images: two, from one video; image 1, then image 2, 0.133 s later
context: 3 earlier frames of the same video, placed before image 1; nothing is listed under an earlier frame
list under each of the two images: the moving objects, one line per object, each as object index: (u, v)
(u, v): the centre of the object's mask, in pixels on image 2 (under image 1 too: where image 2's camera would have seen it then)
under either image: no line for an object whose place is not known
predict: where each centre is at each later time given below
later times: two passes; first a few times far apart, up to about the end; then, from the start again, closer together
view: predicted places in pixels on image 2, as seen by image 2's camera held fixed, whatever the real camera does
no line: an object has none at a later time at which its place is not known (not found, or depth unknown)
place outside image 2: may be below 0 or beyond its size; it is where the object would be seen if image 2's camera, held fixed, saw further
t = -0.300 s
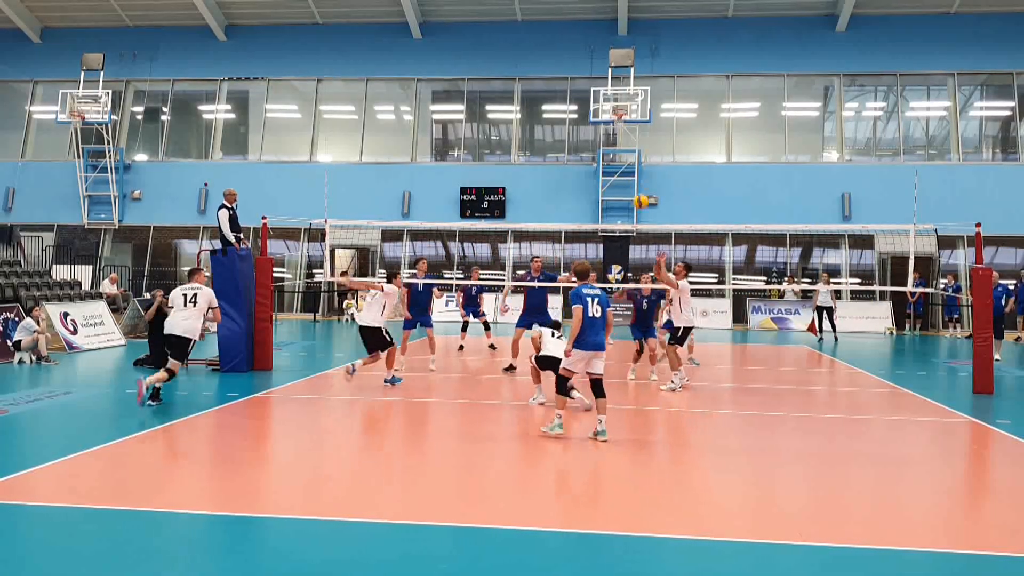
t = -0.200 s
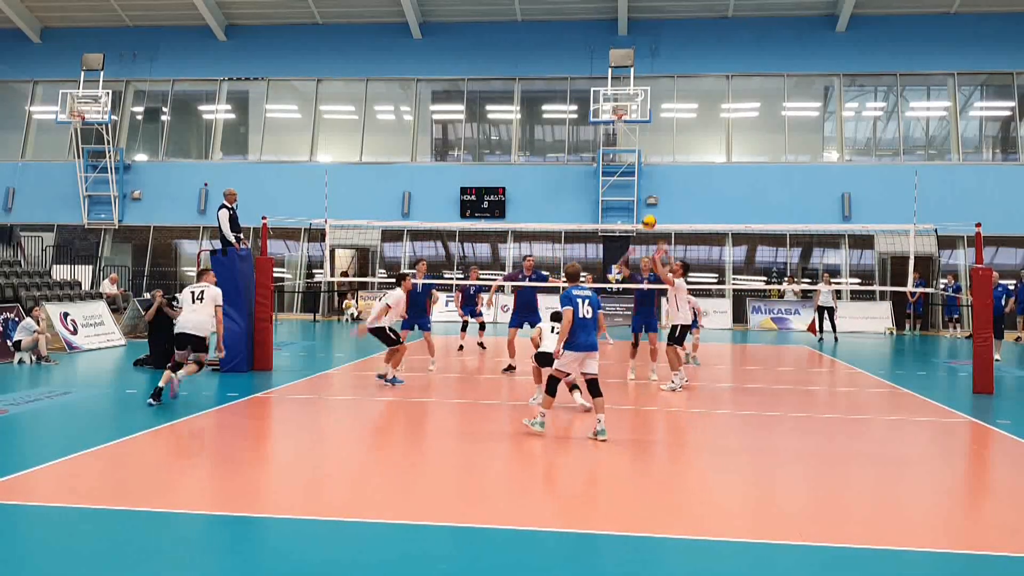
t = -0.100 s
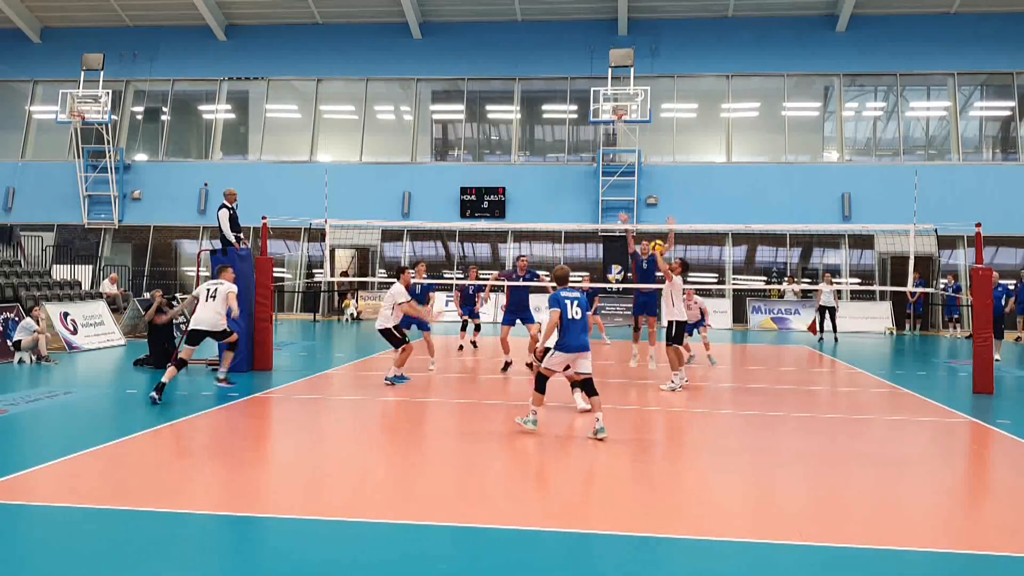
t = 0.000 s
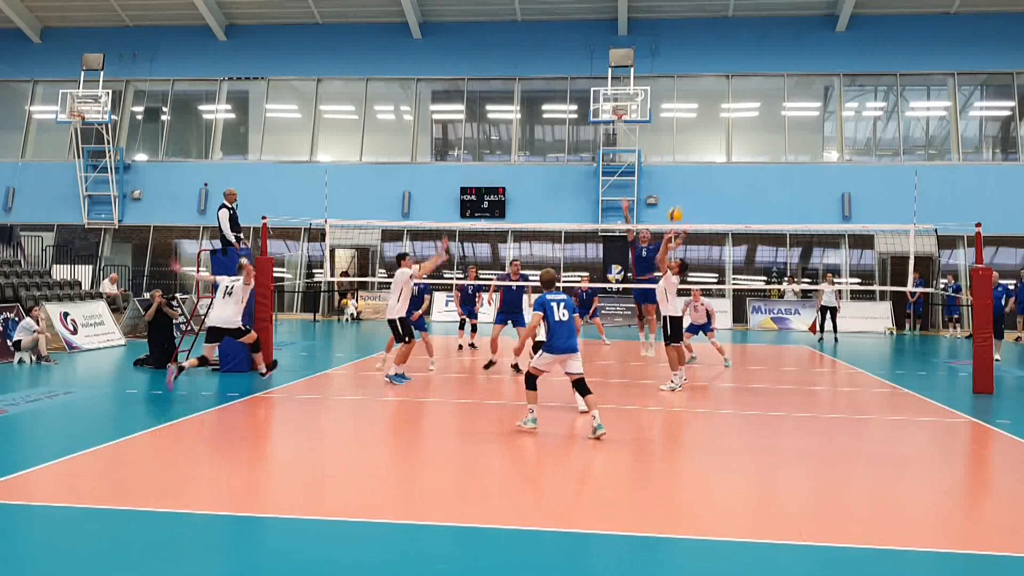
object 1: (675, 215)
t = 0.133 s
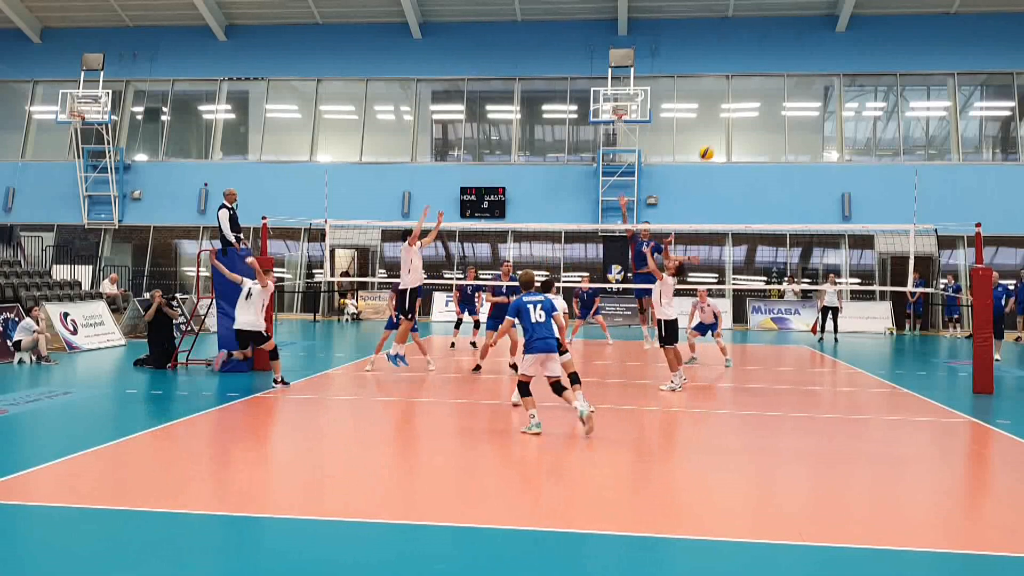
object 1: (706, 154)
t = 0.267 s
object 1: (736, 103)
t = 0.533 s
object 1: (794, 42)
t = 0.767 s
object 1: (844, 30)
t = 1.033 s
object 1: (901, 65)
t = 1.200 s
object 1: (935, 117)
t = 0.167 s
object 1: (714, 139)
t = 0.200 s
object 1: (721, 127)
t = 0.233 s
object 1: (729, 116)
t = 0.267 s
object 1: (736, 103)
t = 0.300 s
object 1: (744, 93)
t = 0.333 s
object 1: (752, 84)
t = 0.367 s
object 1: (759, 75)
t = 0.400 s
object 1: (767, 67)
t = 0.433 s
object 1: (773, 59)
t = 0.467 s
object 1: (781, 53)
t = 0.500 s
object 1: (788, 47)
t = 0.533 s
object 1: (794, 42)
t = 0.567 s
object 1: (802, 38)
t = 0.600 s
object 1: (809, 35)
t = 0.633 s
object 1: (816, 32)
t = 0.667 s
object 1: (823, 30)
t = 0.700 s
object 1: (830, 29)
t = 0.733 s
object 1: (837, 29)
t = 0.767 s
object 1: (844, 30)
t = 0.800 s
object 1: (852, 31)
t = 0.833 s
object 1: (859, 34)
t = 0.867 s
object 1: (866, 36)
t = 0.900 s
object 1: (873, 40)
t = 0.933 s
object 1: (880, 46)
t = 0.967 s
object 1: (887, 51)
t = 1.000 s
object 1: (894, 58)
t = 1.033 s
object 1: (901, 65)
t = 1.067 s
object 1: (908, 74)
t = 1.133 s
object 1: (922, 93)
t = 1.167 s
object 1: (928, 103)
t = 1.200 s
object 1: (935, 117)
